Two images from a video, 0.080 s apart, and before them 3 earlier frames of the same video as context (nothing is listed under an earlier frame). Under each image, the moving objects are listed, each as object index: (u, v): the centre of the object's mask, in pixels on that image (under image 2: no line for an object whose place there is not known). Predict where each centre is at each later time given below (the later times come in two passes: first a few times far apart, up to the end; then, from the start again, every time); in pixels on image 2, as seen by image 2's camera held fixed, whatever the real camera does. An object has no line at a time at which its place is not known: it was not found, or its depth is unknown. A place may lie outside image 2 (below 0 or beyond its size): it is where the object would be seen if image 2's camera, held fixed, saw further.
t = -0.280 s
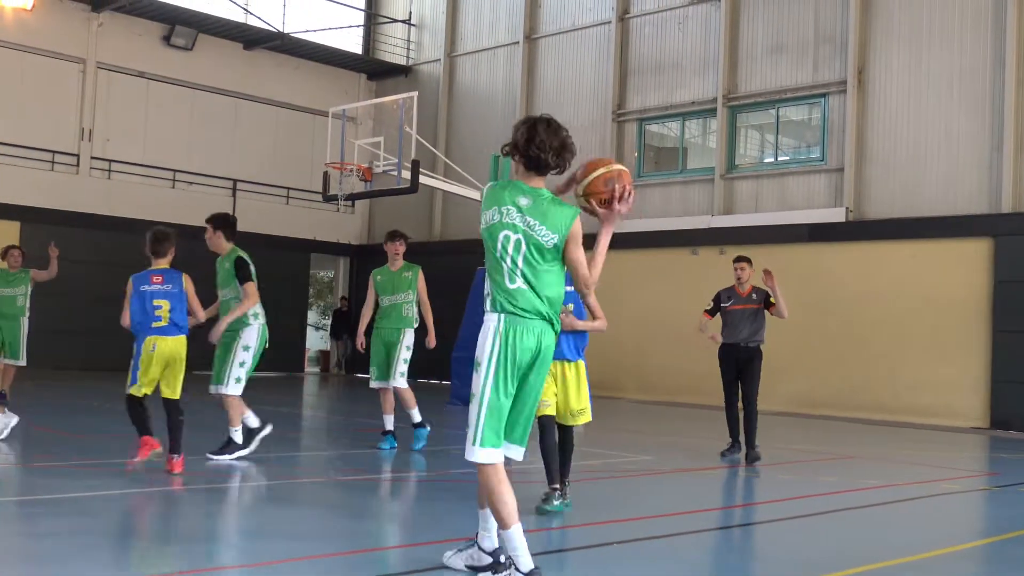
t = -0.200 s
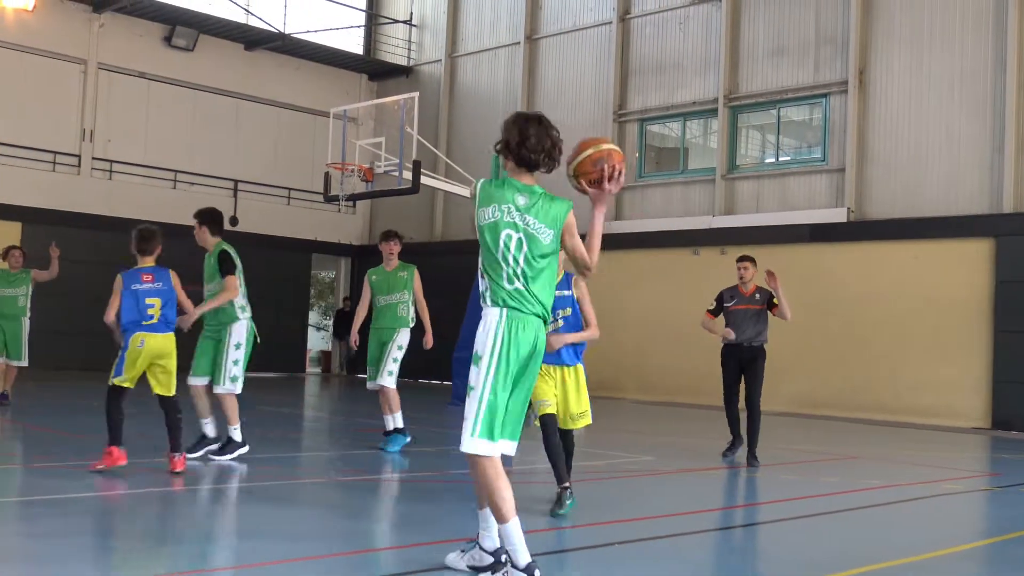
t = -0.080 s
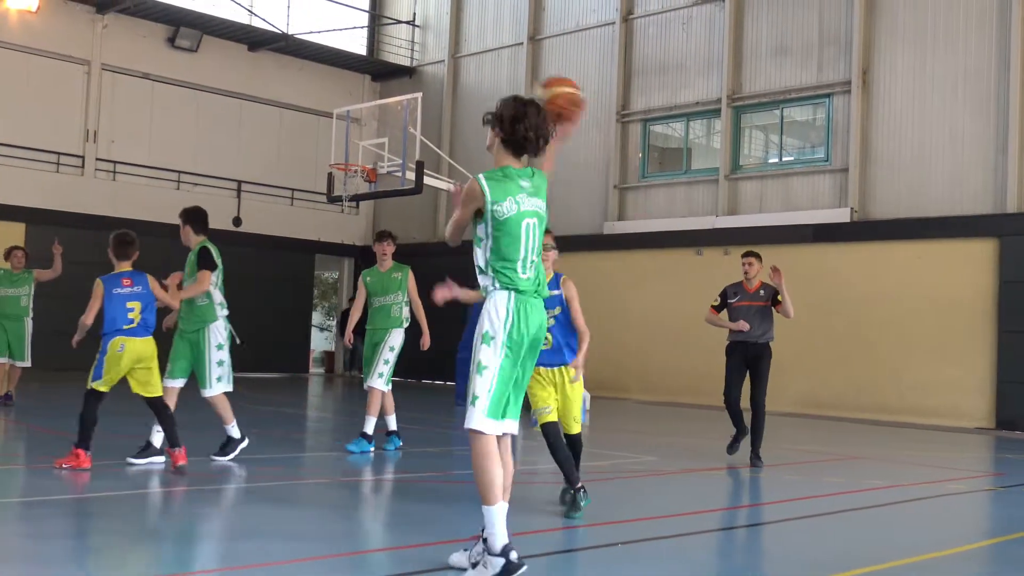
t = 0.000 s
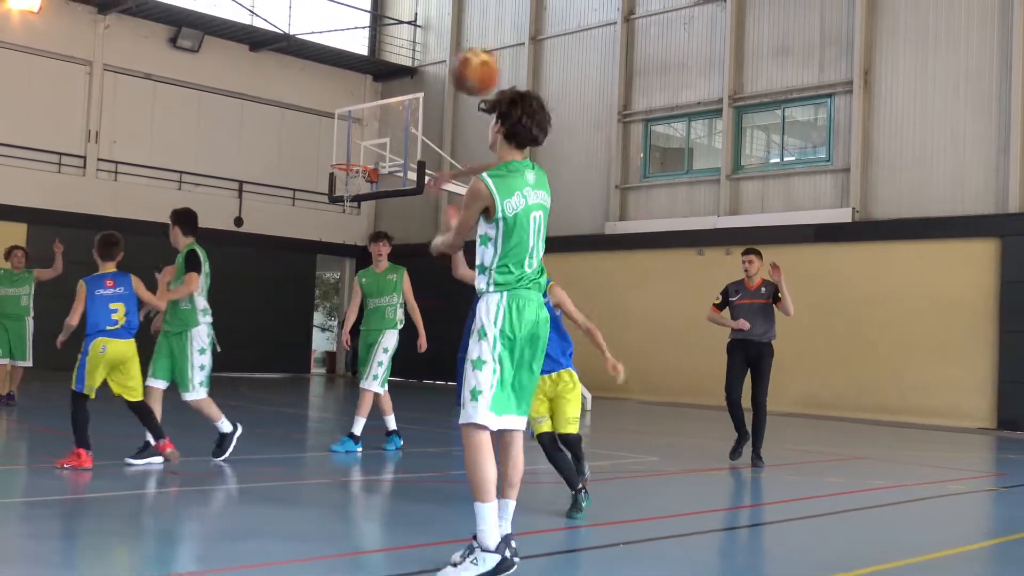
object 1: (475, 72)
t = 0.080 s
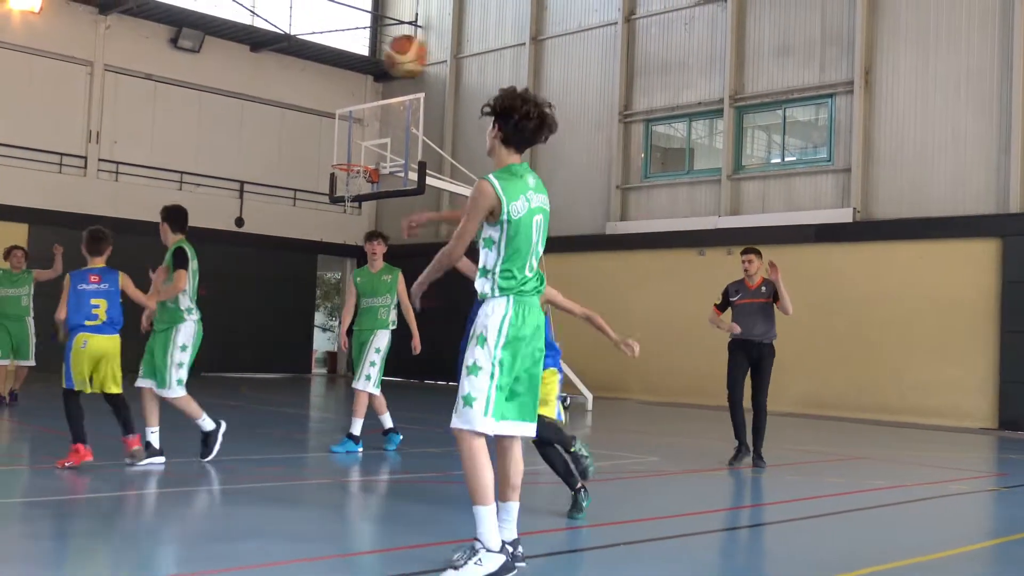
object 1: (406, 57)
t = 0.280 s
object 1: (274, 68)
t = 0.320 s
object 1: (254, 76)
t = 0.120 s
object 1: (375, 55)
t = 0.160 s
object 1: (346, 55)
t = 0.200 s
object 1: (320, 57)
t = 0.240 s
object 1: (296, 61)
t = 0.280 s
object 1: (274, 68)
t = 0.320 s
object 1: (254, 76)
